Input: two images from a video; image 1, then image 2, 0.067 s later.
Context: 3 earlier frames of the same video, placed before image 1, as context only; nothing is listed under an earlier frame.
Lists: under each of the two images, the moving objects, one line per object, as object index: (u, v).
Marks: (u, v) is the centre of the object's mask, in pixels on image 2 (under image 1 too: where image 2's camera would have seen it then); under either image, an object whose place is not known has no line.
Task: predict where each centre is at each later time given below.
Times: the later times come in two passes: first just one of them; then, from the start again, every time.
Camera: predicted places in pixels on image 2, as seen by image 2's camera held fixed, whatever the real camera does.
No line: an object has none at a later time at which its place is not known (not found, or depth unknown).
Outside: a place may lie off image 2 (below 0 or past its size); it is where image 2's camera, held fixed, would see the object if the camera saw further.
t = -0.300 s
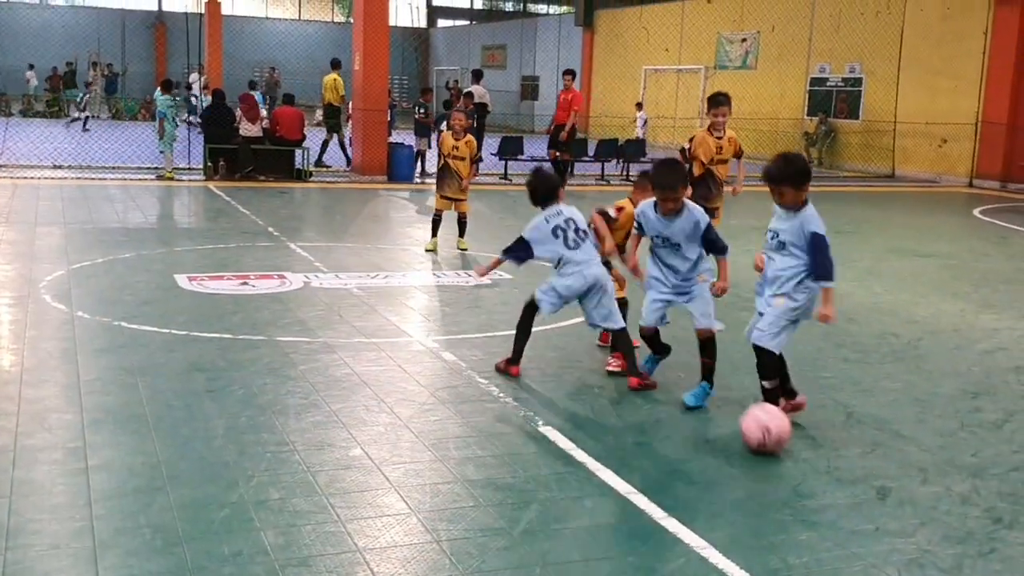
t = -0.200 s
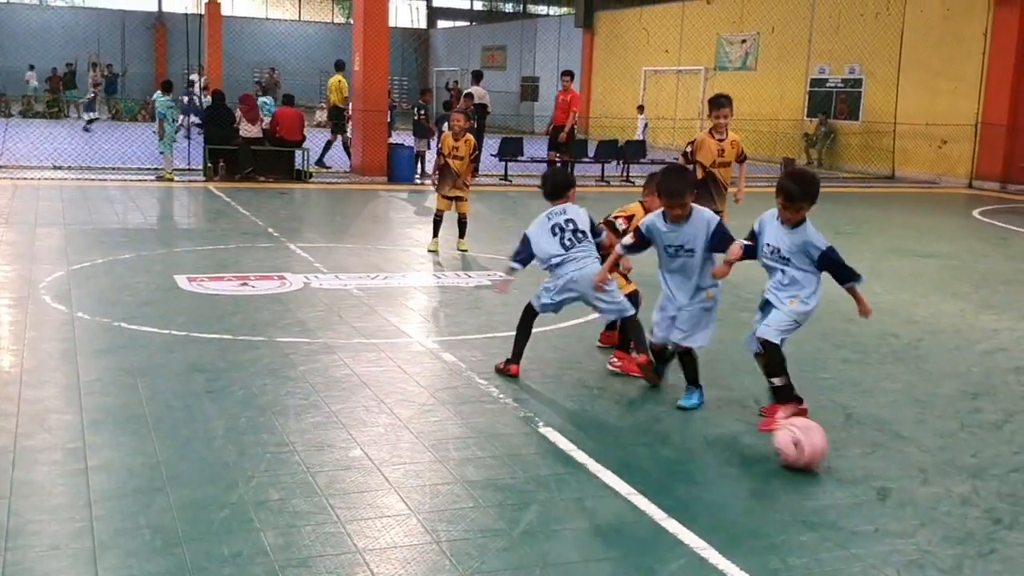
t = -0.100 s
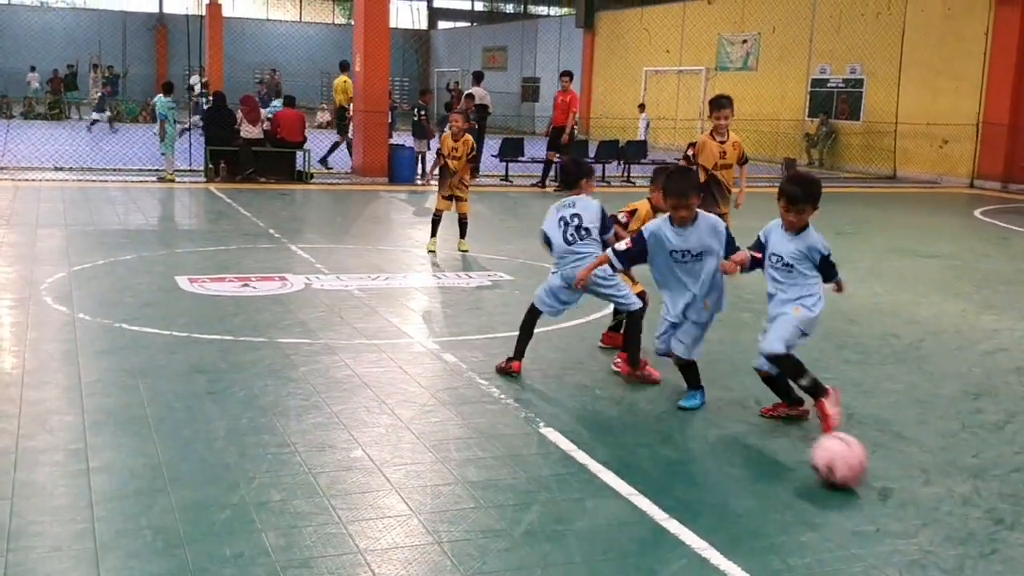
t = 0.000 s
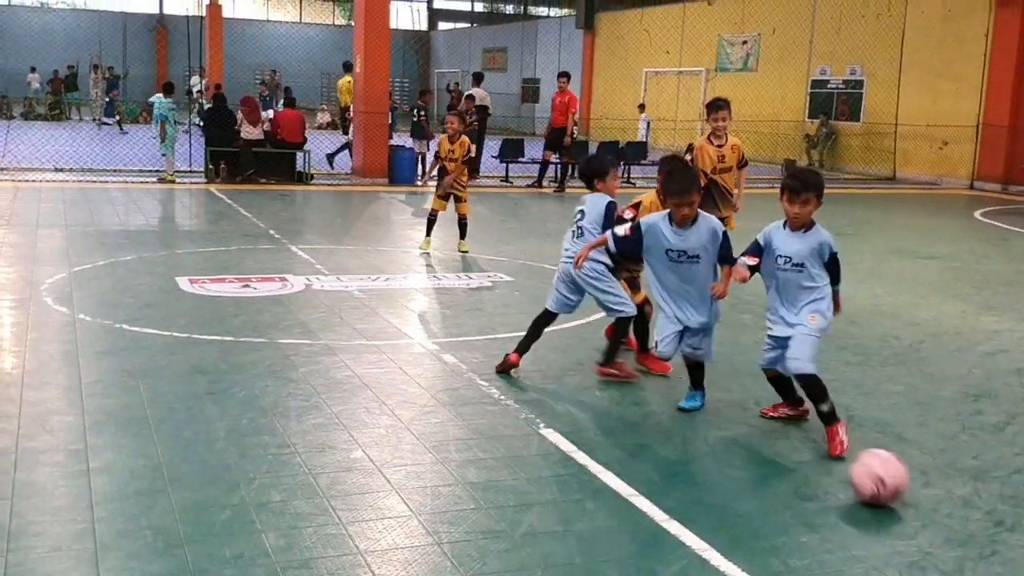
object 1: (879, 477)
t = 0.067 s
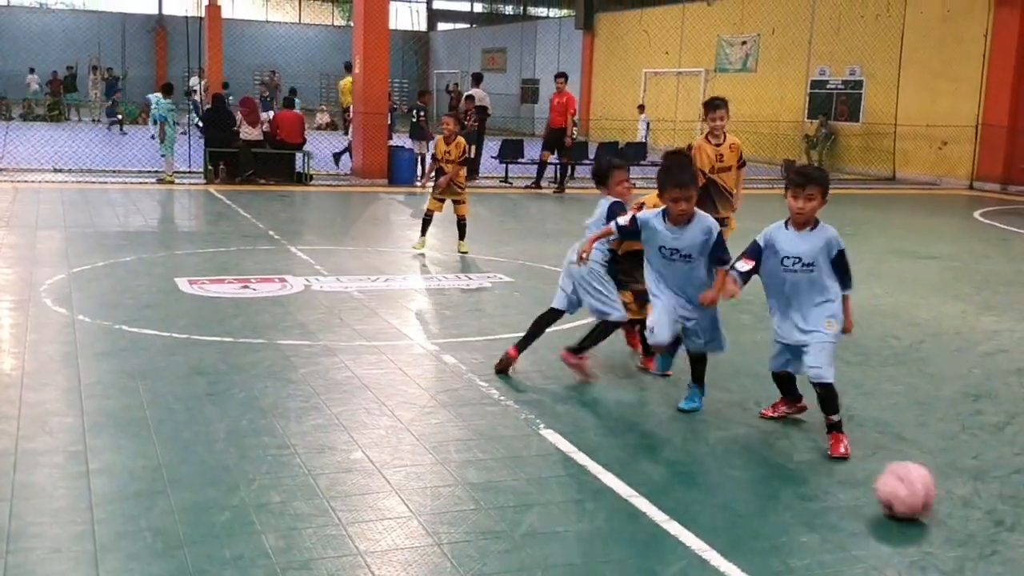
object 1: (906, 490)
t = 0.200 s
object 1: (967, 517)
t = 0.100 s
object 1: (920, 497)
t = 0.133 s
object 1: (935, 503)
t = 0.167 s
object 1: (951, 510)
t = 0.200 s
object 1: (967, 517)
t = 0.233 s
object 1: (982, 523)
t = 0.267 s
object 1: (995, 530)
